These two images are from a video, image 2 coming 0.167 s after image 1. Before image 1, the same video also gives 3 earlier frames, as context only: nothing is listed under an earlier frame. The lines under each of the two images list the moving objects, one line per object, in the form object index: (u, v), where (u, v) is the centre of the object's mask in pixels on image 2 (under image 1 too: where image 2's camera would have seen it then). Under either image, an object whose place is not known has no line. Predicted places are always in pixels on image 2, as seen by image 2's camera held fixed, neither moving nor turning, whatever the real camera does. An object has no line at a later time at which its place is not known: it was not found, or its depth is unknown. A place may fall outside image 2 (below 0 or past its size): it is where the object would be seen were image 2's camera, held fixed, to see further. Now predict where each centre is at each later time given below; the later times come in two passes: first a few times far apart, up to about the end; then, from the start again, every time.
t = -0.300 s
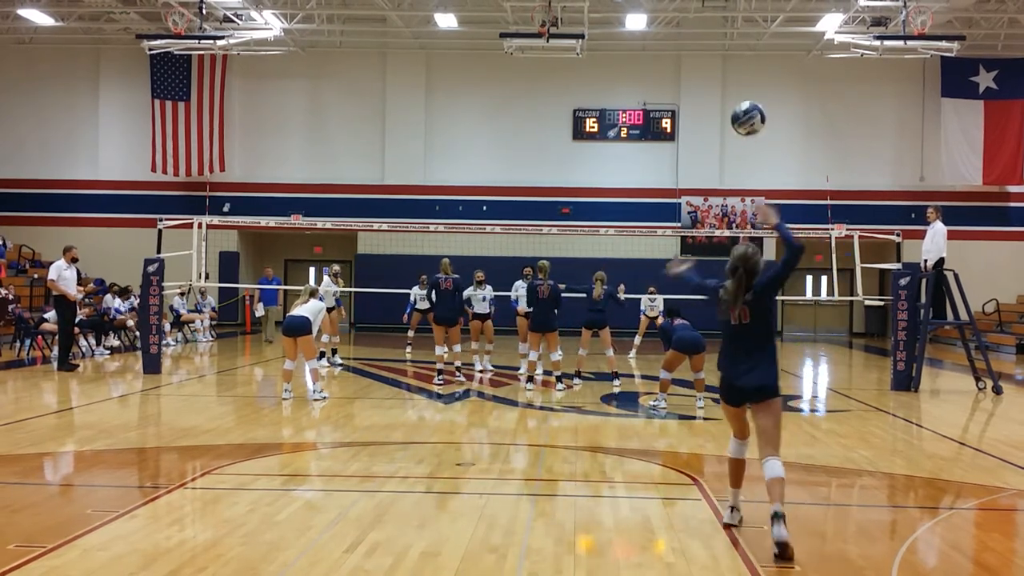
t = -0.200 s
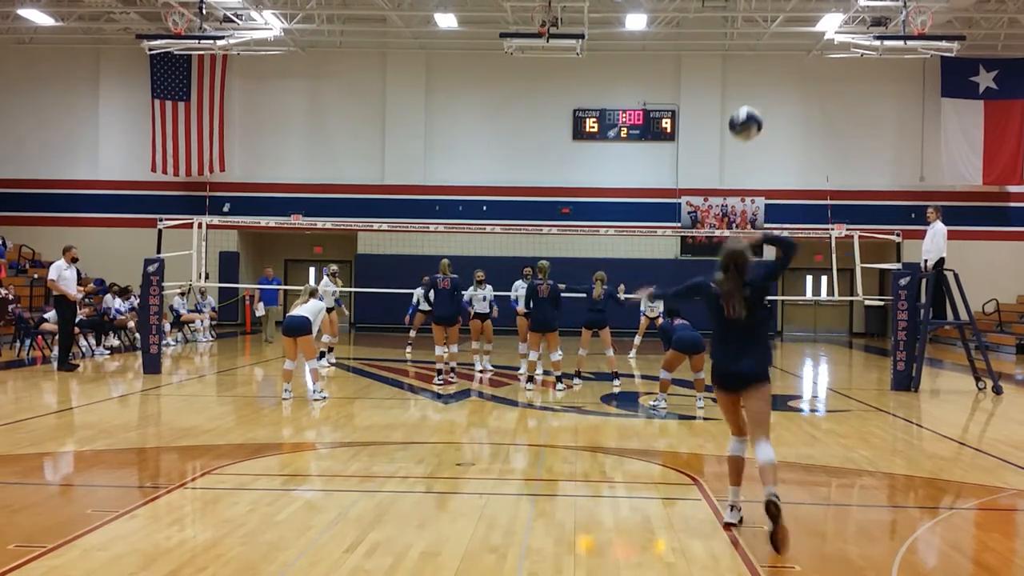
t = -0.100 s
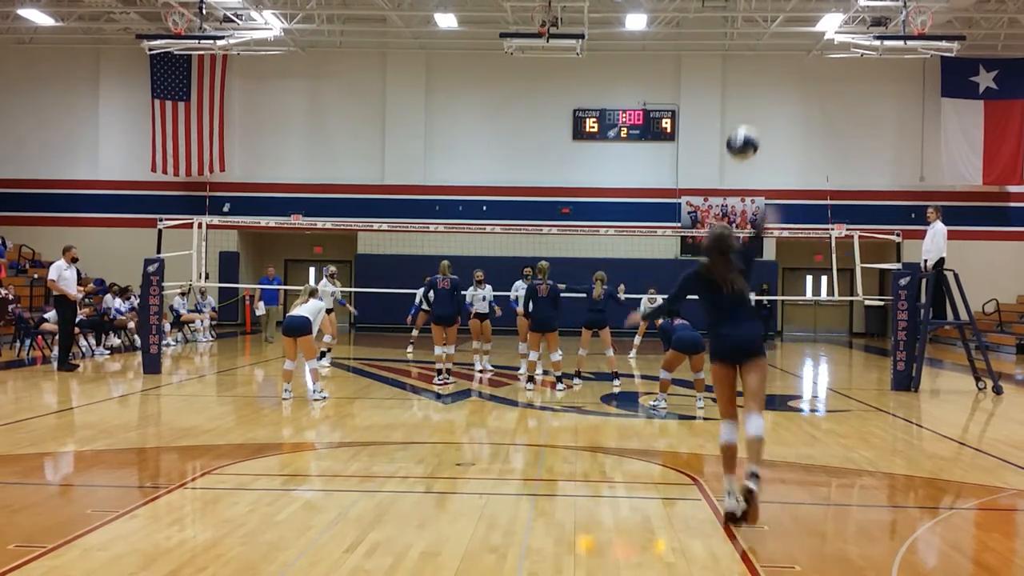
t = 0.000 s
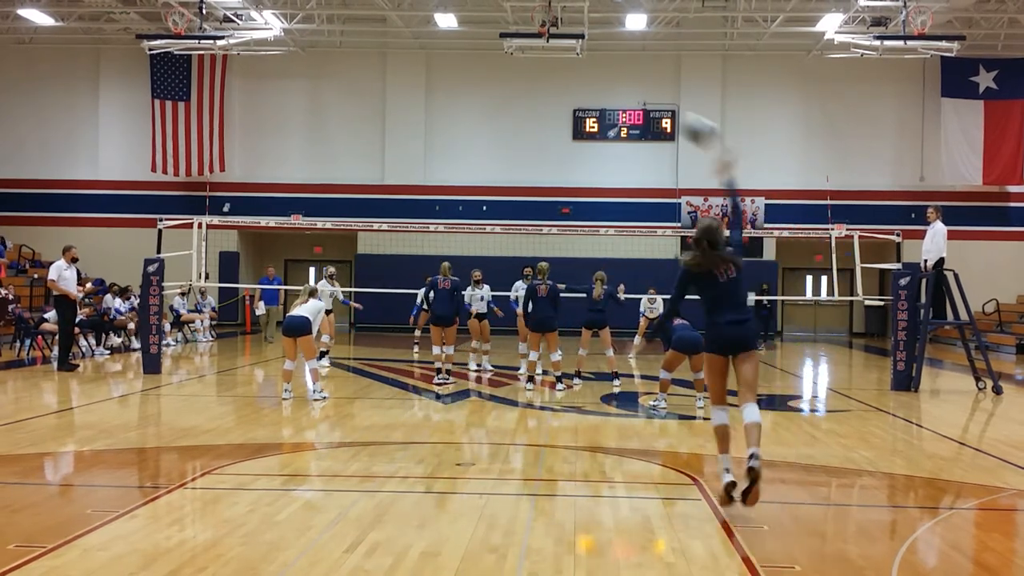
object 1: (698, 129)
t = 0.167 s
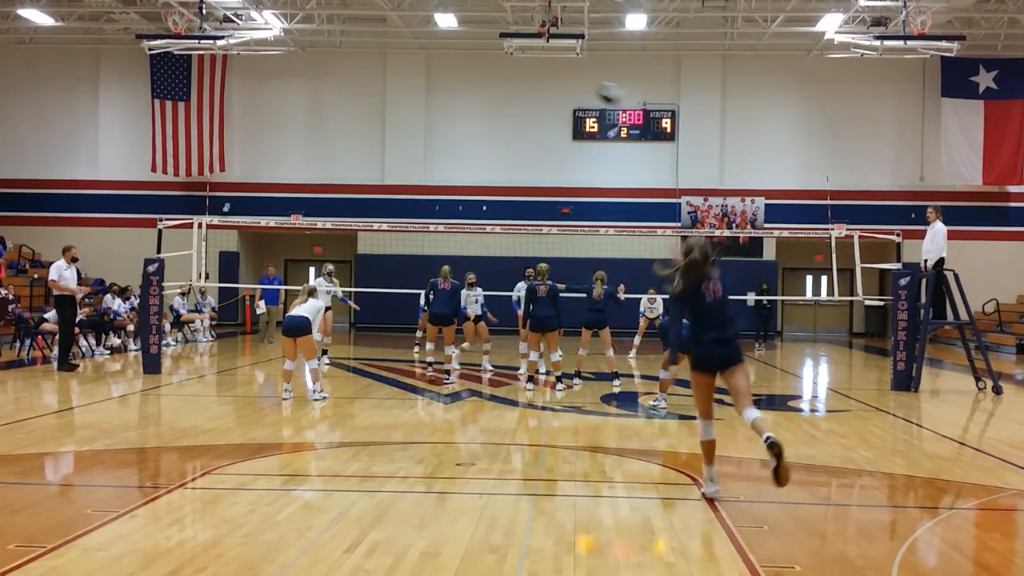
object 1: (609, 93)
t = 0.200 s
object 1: (597, 90)
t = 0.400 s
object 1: (531, 94)
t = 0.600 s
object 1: (493, 121)
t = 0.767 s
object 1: (465, 151)
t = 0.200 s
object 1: (597, 90)
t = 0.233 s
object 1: (585, 88)
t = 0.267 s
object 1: (572, 88)
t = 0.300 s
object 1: (560, 89)
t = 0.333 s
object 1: (549, 90)
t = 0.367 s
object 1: (540, 92)
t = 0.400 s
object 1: (531, 94)
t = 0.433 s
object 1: (523, 97)
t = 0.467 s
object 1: (516, 101)
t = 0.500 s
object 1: (509, 104)
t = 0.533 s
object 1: (504, 109)
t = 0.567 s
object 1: (498, 114)
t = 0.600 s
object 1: (493, 121)
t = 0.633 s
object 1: (488, 126)
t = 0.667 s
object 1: (483, 133)
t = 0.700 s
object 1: (476, 137)
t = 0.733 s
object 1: (470, 145)
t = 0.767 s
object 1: (465, 151)
